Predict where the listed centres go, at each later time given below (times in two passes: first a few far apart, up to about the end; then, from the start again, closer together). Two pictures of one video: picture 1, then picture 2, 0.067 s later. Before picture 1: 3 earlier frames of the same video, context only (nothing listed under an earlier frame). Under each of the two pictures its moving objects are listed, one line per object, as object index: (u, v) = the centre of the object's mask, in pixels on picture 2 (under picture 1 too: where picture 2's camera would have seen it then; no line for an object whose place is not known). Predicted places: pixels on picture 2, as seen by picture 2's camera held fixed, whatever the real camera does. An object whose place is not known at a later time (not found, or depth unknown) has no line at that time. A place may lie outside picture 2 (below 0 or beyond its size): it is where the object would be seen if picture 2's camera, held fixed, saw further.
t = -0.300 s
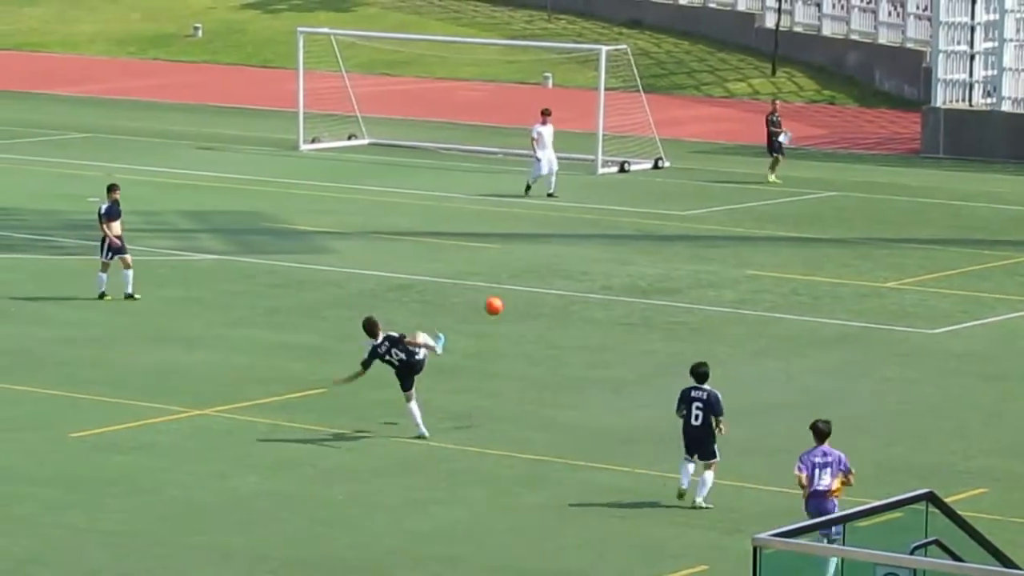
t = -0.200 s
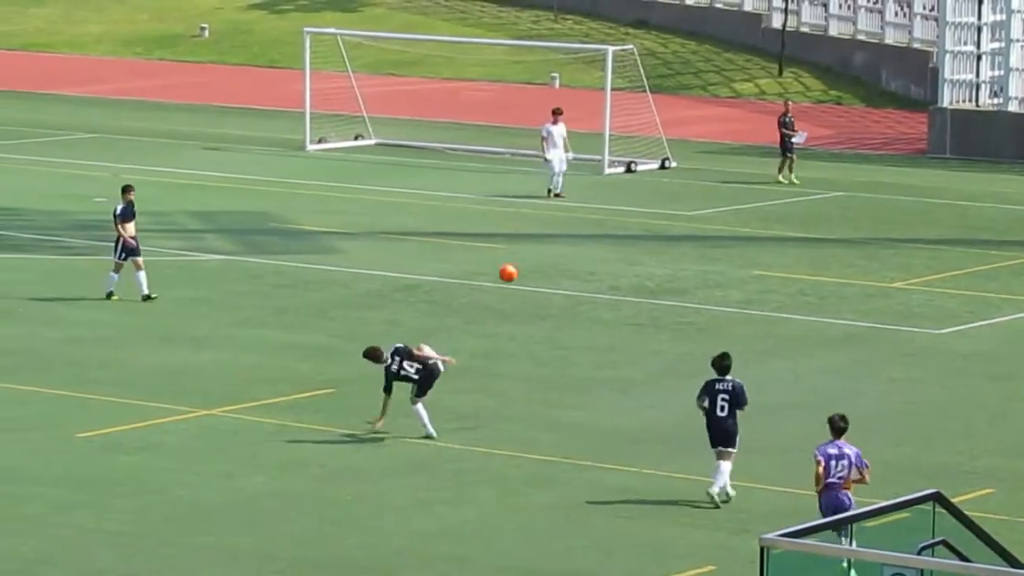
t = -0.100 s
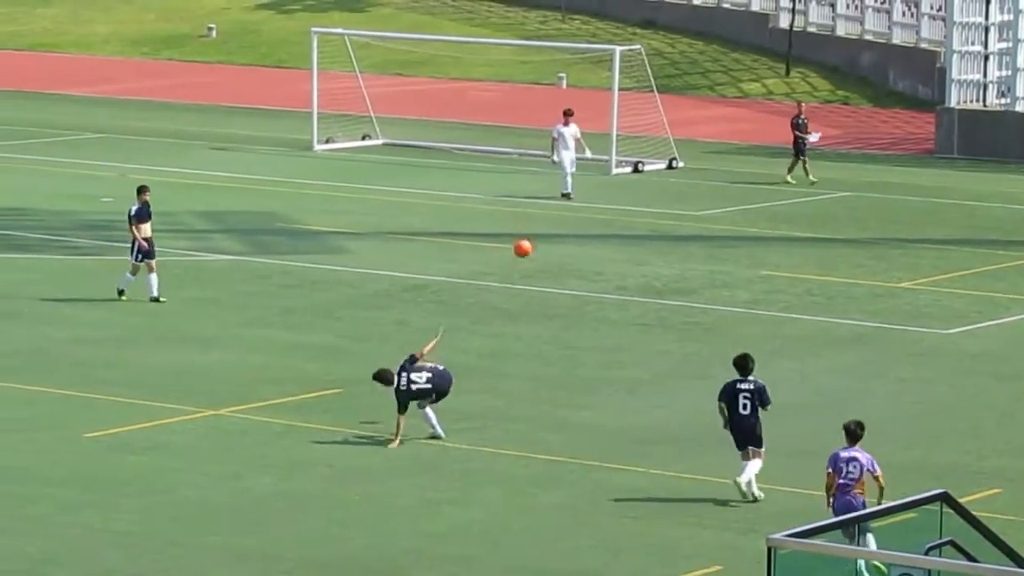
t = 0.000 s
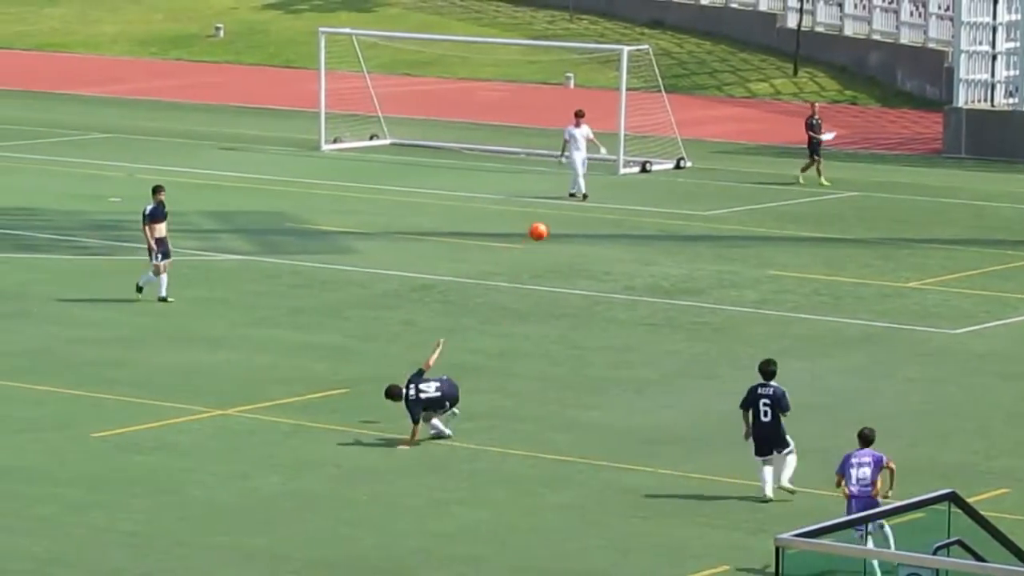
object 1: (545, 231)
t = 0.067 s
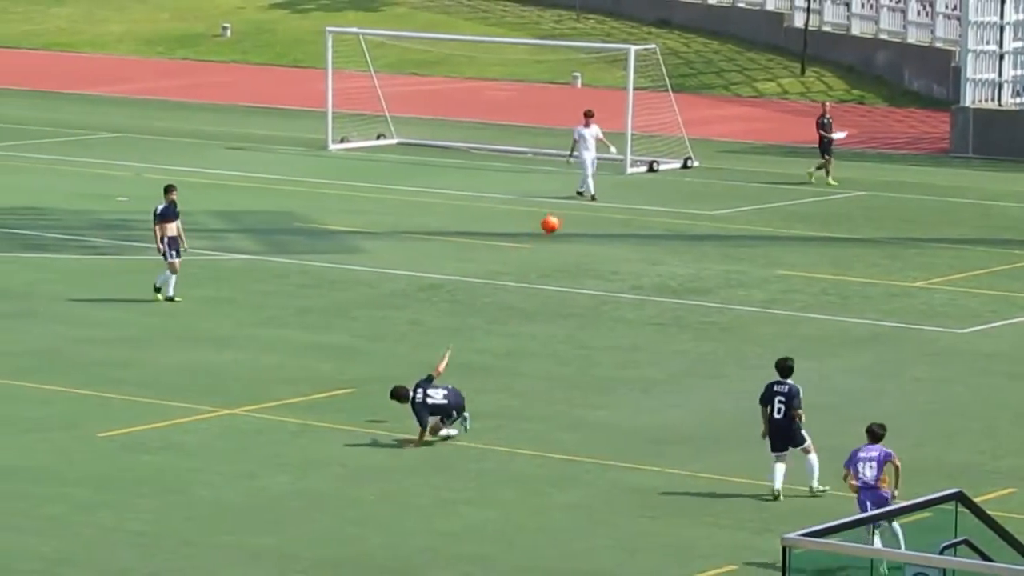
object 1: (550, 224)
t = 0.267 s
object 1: (564, 224)
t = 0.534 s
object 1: (582, 273)
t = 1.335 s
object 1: (650, 311)
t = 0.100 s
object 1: (552, 222)
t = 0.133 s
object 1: (554, 220)
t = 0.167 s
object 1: (557, 220)
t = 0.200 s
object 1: (559, 221)
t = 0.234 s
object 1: (562, 222)
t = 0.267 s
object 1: (564, 224)
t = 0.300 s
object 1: (567, 227)
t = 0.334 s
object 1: (568, 231)
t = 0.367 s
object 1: (570, 235)
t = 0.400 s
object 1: (573, 242)
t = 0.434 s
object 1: (576, 249)
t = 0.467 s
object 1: (579, 258)
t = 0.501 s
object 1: (580, 265)
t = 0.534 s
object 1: (582, 273)
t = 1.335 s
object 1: (650, 311)
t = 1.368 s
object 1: (653, 310)
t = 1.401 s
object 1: (656, 309)
